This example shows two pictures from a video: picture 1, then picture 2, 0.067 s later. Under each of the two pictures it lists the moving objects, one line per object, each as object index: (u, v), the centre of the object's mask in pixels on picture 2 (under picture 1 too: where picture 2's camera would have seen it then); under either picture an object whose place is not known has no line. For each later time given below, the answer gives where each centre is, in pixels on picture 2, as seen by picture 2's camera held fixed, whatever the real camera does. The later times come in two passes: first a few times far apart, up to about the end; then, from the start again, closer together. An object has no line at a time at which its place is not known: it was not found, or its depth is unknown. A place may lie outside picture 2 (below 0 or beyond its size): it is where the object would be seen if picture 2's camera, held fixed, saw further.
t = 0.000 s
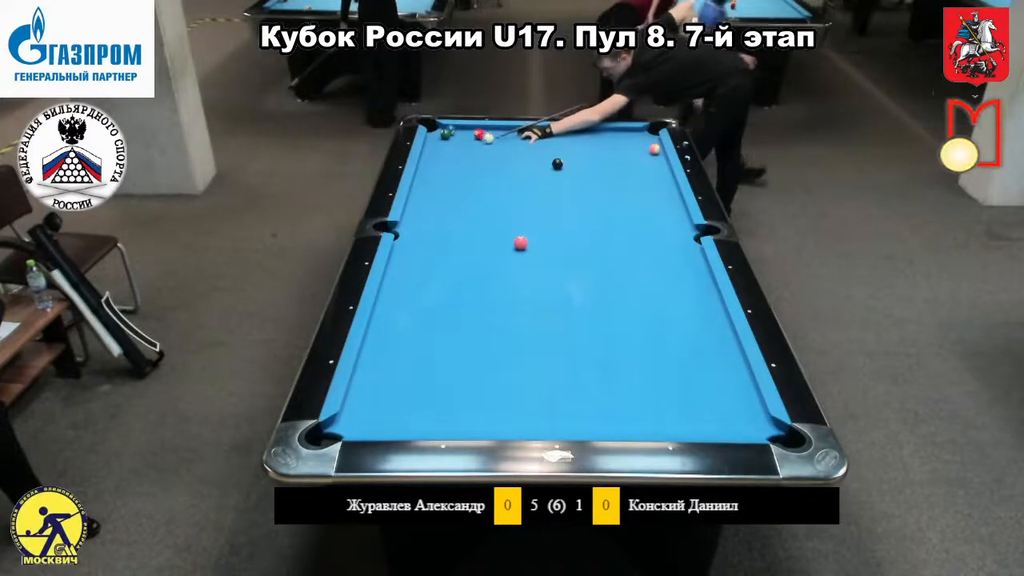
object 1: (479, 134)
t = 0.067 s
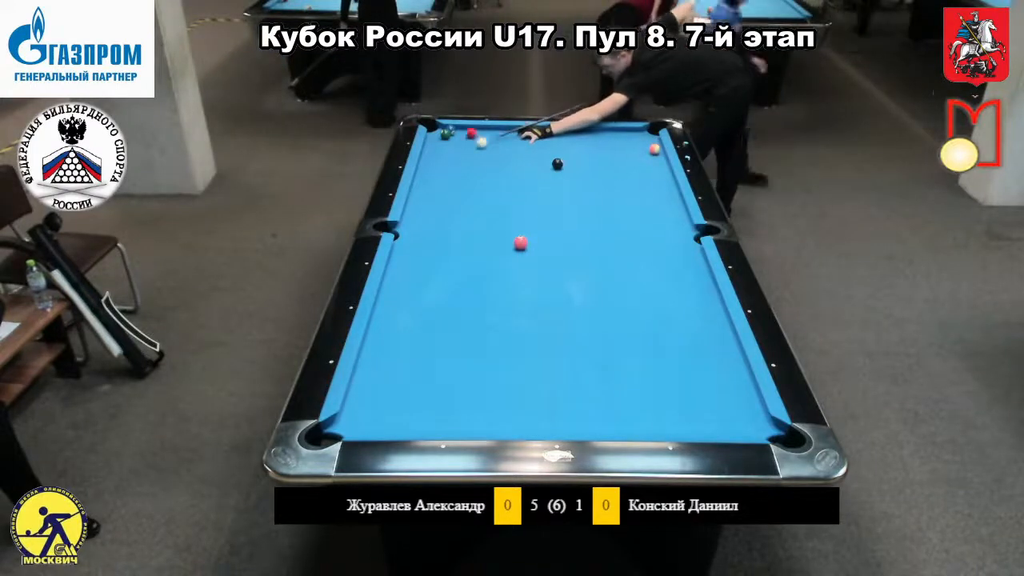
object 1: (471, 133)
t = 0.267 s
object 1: (459, 130)
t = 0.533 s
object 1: (455, 128)
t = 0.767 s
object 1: (453, 127)
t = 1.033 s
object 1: (451, 127)
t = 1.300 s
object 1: (450, 127)
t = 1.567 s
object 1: (449, 126)
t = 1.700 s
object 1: (449, 126)
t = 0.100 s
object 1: (468, 132)
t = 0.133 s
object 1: (465, 131)
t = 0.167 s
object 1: (461, 131)
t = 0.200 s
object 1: (460, 130)
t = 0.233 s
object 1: (460, 130)
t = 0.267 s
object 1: (459, 130)
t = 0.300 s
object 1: (459, 130)
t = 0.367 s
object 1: (458, 129)
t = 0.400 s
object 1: (457, 129)
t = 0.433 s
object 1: (457, 129)
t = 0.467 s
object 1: (456, 128)
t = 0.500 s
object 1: (456, 128)
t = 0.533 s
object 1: (455, 128)
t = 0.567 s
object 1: (455, 128)
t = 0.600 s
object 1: (455, 128)
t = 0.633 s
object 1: (454, 127)
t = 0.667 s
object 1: (454, 127)
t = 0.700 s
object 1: (453, 127)
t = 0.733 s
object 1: (453, 127)
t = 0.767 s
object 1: (453, 127)
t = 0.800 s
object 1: (452, 127)
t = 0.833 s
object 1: (452, 127)
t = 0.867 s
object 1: (452, 127)
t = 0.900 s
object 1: (452, 127)
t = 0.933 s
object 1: (452, 127)
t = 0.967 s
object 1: (452, 127)
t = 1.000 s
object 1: (452, 127)
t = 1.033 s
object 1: (451, 127)
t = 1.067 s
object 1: (451, 127)
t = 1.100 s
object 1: (450, 127)
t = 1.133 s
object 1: (450, 127)
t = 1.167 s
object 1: (450, 127)
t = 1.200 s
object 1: (450, 127)
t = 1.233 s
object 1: (450, 127)
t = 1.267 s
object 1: (450, 127)
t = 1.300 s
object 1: (450, 127)
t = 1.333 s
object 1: (450, 127)
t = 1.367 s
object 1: (449, 127)
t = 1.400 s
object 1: (449, 127)
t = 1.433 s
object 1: (449, 126)
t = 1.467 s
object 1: (449, 126)
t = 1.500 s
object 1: (449, 126)
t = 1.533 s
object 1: (449, 126)
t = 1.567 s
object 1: (449, 126)
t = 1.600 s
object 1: (449, 126)
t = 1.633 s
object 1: (449, 127)
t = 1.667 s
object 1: (449, 126)
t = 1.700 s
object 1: (449, 126)
